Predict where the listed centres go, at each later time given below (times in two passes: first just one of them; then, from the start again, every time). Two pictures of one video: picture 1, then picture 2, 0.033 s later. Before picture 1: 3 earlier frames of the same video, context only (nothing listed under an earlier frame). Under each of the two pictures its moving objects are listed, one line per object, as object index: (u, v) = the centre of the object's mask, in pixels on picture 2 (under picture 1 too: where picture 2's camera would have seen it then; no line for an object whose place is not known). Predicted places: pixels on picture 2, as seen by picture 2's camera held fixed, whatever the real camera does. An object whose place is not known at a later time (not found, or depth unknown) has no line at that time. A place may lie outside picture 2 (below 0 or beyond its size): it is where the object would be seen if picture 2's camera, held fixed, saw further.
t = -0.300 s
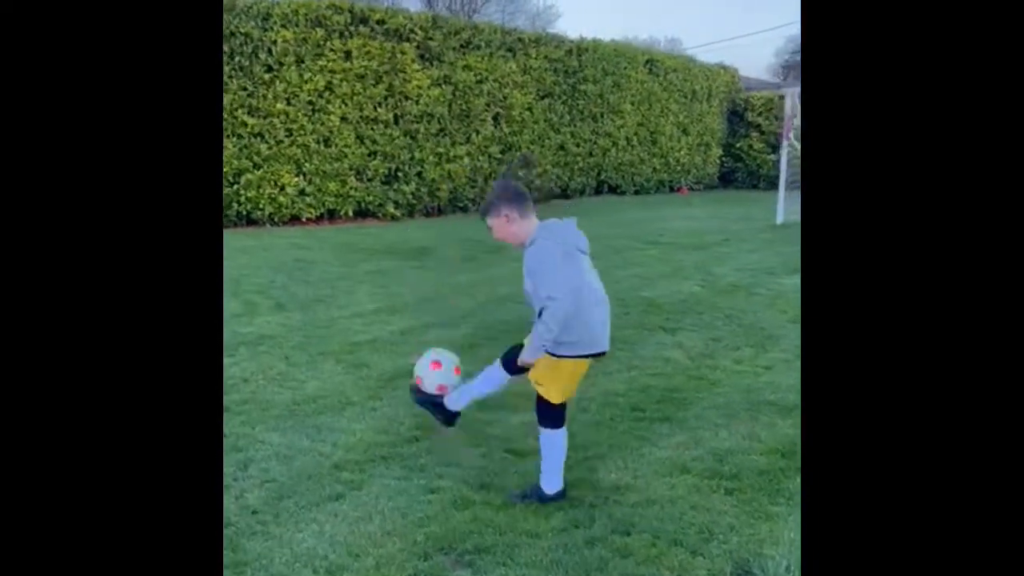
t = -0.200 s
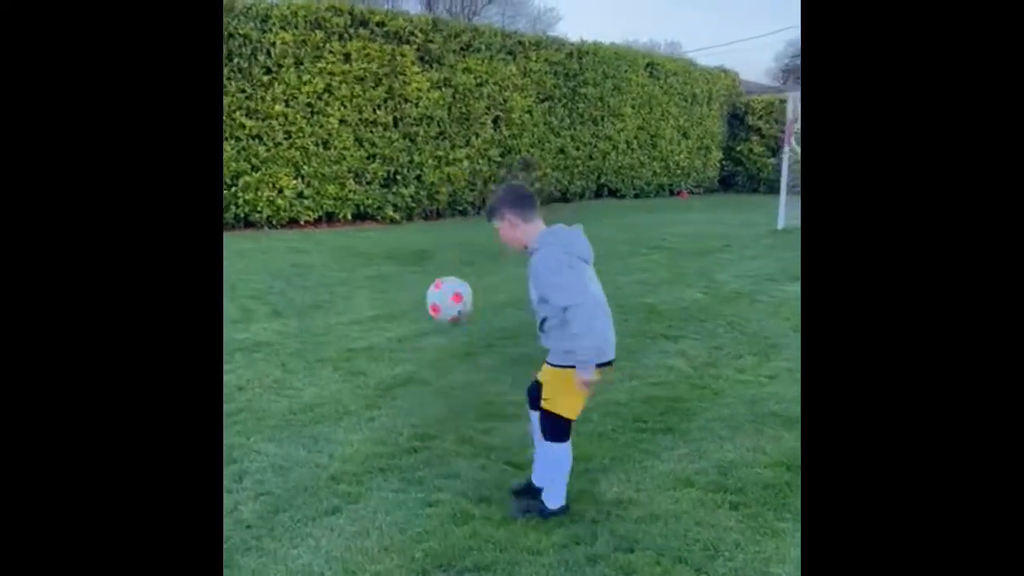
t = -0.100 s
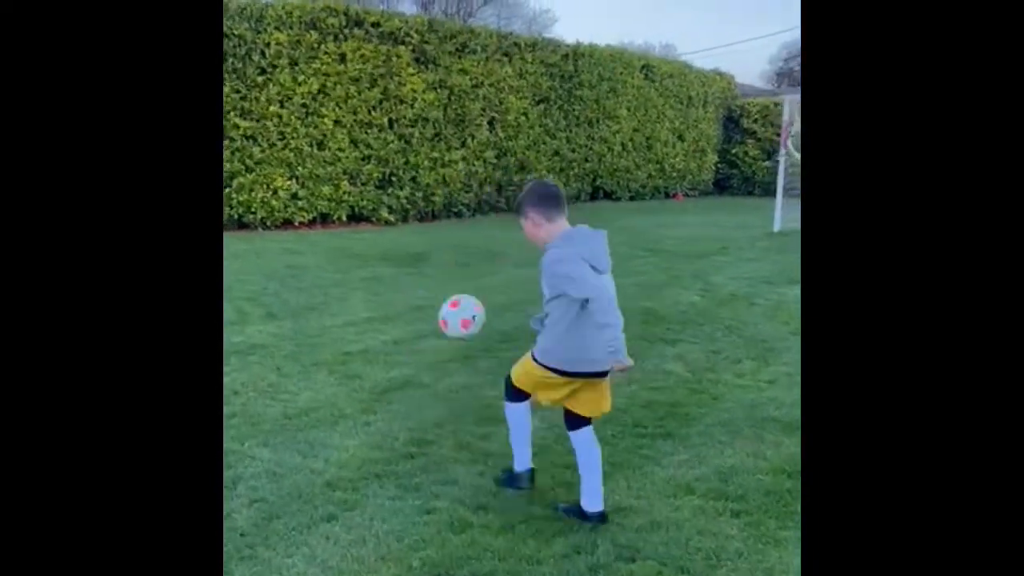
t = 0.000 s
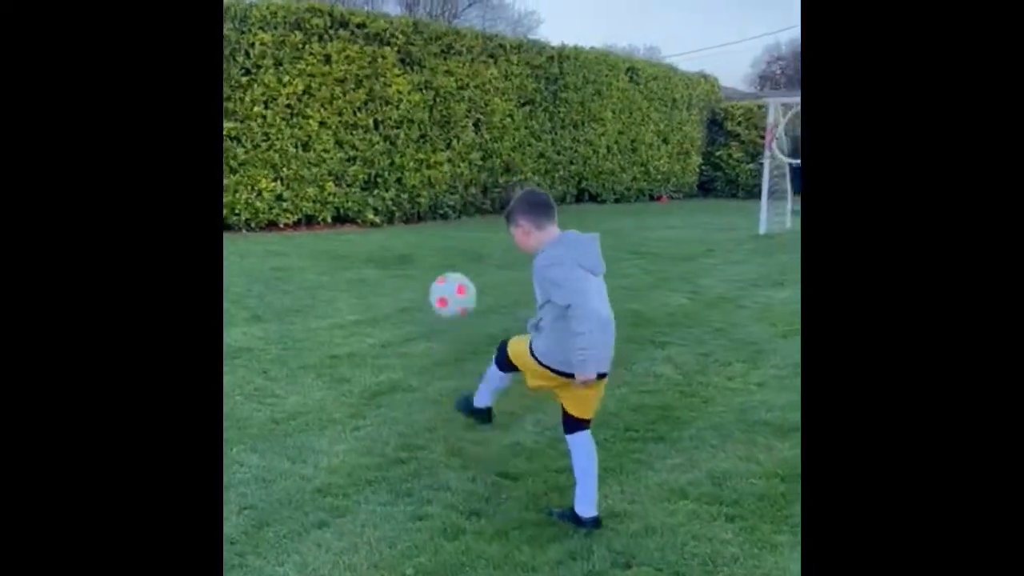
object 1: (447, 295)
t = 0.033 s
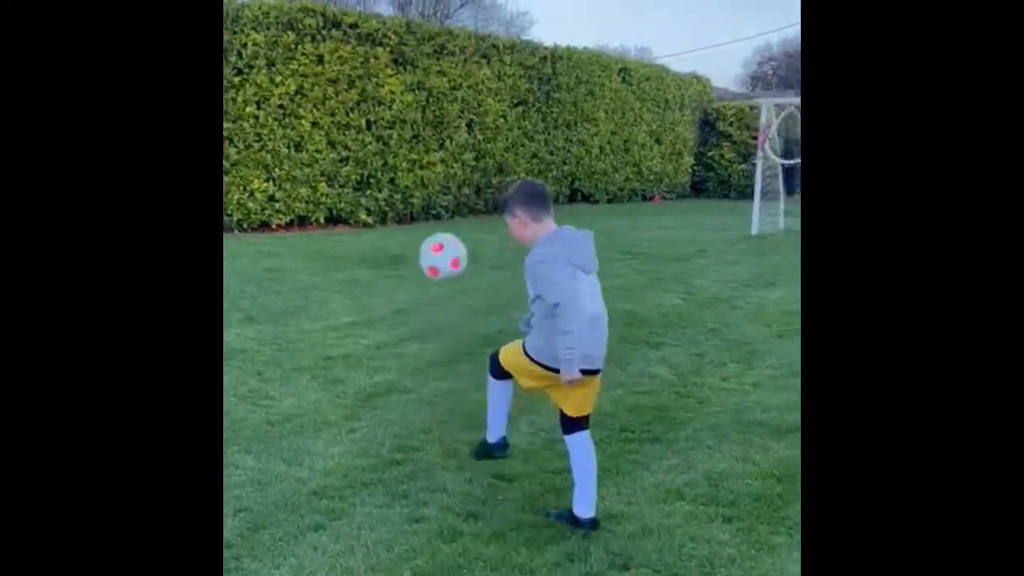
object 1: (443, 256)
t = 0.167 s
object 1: (428, 197)
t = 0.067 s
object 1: (438, 224)
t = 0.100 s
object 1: (434, 204)
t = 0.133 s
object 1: (430, 196)
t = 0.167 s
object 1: (428, 197)
